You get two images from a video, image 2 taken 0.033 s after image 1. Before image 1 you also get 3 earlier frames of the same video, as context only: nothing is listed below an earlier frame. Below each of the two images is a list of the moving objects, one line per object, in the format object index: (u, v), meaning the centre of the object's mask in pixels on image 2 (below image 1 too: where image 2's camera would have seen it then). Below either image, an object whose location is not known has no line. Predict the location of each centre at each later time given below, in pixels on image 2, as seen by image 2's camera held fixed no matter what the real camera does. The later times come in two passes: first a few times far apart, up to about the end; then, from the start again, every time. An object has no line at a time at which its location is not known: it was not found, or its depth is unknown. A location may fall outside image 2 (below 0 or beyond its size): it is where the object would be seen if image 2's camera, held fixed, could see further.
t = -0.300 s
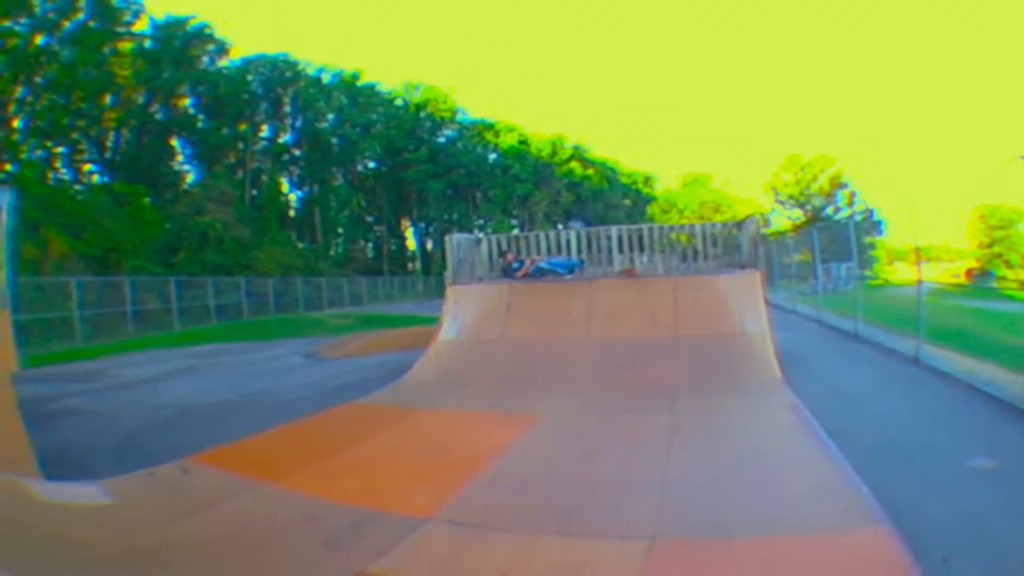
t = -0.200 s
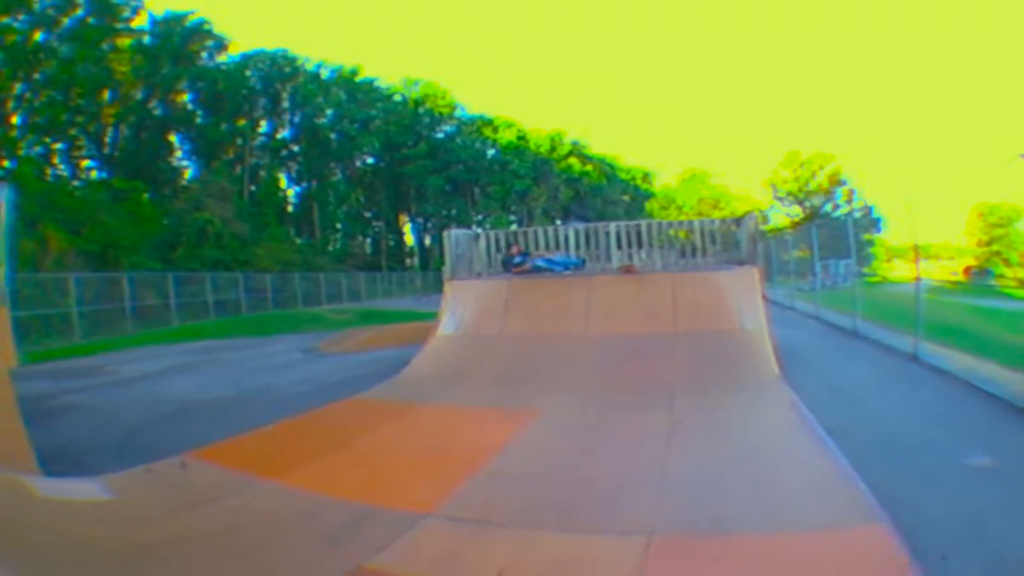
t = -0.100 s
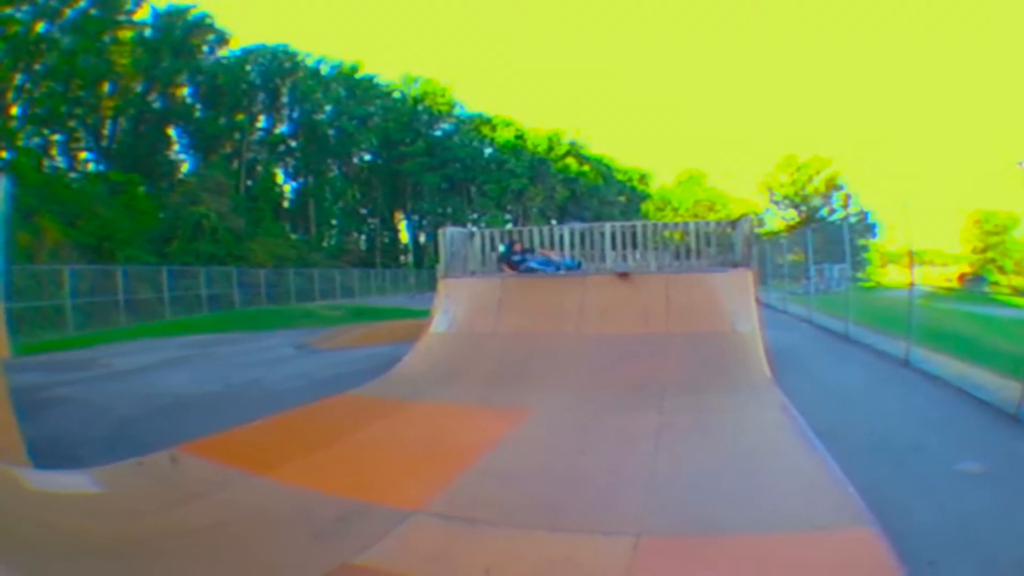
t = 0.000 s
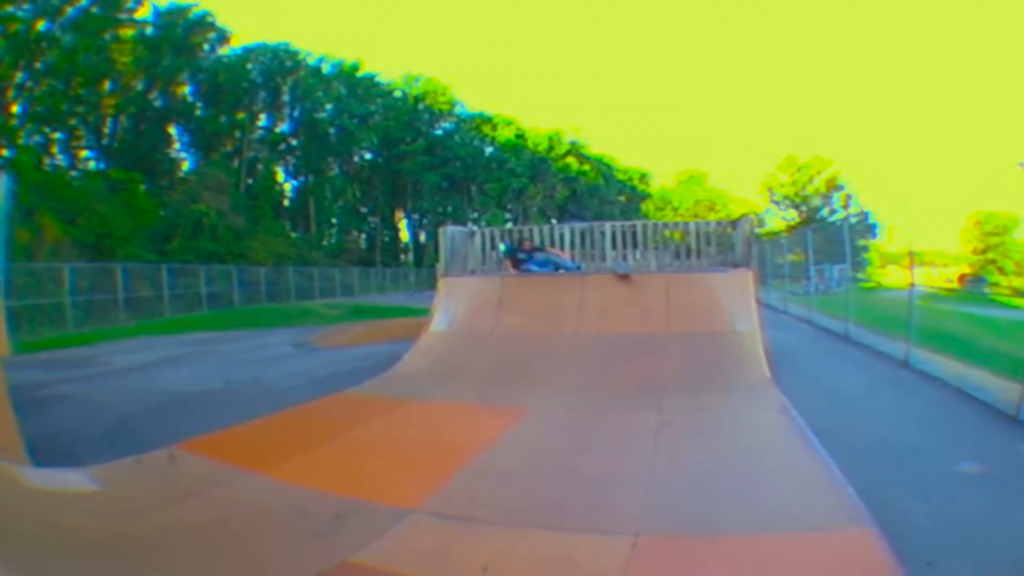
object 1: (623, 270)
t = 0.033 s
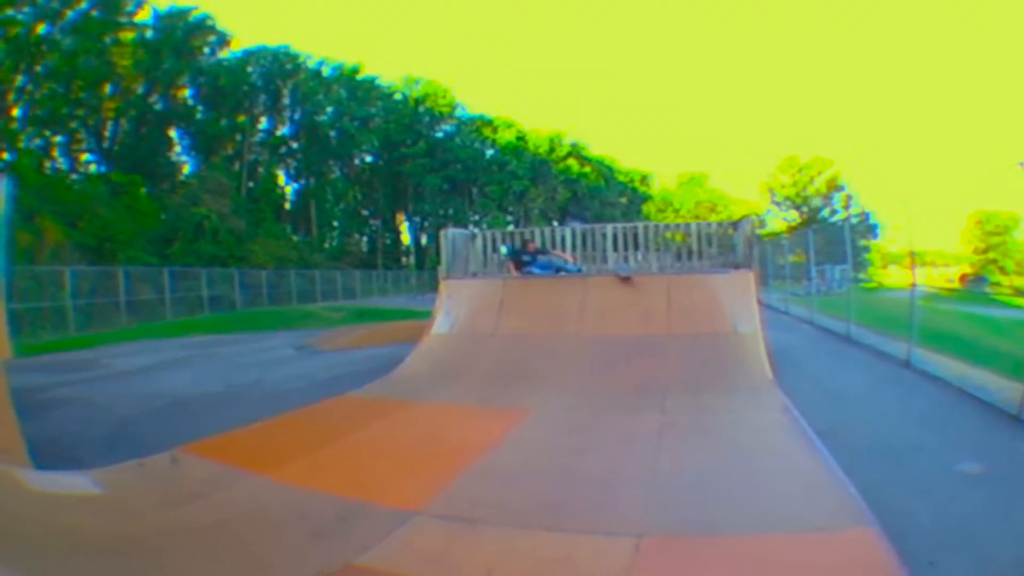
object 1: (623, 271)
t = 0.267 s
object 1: (624, 277)
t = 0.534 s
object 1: (624, 293)
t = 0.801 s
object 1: (616, 336)
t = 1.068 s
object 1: (596, 363)
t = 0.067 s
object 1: (623, 271)
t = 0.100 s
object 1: (623, 271)
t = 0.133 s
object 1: (624, 272)
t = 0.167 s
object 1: (624, 272)
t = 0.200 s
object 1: (624, 273)
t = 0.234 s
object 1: (624, 274)
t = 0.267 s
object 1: (624, 277)
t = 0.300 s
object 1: (625, 278)
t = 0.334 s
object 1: (625, 280)
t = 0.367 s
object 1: (626, 282)
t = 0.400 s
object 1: (625, 283)
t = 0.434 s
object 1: (625, 285)
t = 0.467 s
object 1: (625, 287)
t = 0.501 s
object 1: (624, 290)
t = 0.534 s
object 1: (624, 293)
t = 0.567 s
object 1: (623, 297)
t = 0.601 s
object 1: (622, 301)
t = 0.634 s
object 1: (621, 306)
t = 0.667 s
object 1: (620, 311)
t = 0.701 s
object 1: (619, 317)
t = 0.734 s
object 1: (617, 323)
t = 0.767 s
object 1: (618, 329)
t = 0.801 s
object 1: (616, 336)
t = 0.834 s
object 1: (613, 338)
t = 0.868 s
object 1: (611, 341)
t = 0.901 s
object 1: (609, 345)
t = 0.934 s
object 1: (606, 349)
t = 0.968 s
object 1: (603, 353)
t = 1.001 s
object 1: (601, 357)
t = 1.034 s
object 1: (598, 360)
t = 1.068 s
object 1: (596, 363)
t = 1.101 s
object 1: (593, 366)
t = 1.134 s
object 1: (591, 369)
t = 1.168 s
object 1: (586, 371)
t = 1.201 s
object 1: (584, 373)
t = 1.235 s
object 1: (580, 375)
